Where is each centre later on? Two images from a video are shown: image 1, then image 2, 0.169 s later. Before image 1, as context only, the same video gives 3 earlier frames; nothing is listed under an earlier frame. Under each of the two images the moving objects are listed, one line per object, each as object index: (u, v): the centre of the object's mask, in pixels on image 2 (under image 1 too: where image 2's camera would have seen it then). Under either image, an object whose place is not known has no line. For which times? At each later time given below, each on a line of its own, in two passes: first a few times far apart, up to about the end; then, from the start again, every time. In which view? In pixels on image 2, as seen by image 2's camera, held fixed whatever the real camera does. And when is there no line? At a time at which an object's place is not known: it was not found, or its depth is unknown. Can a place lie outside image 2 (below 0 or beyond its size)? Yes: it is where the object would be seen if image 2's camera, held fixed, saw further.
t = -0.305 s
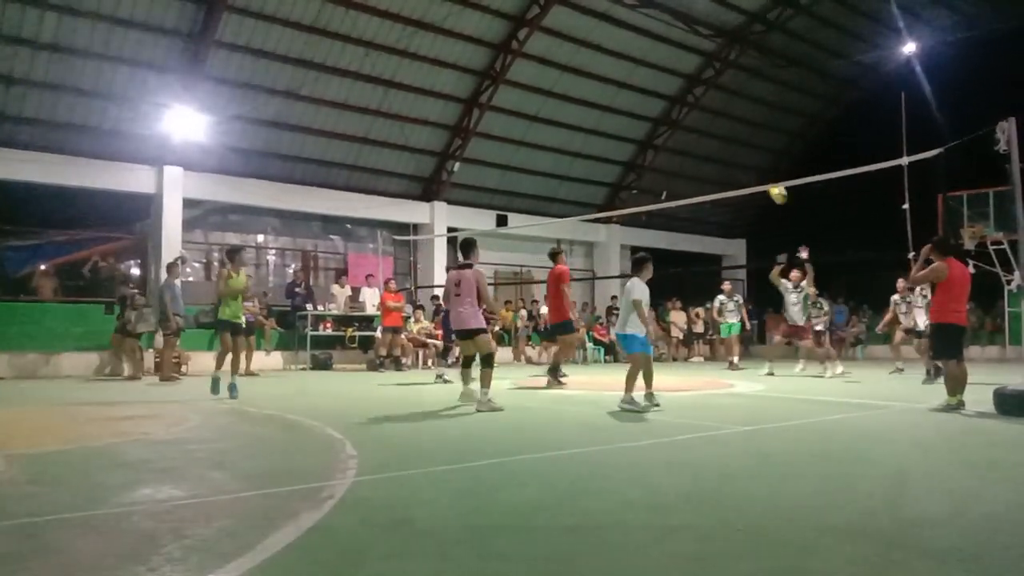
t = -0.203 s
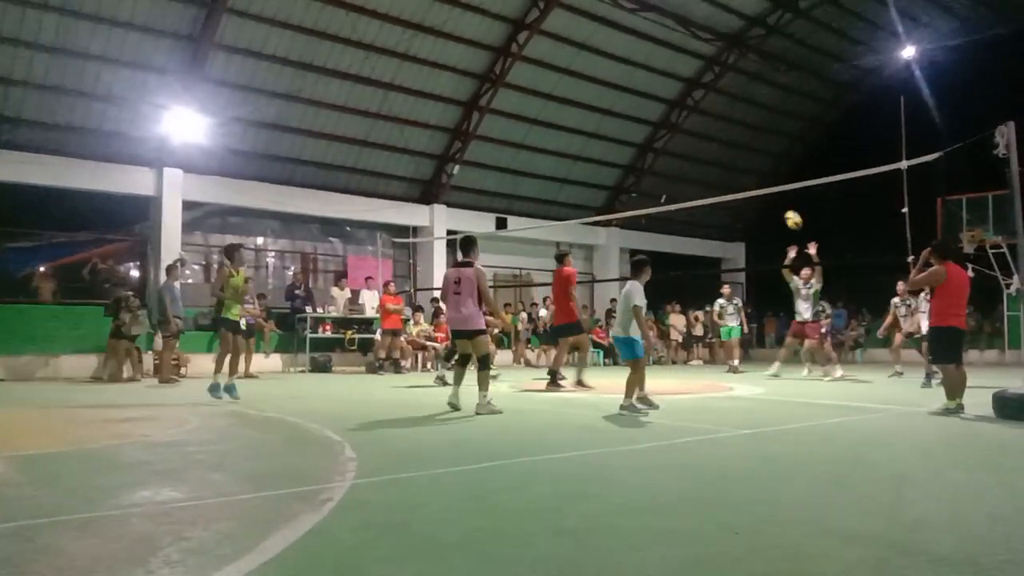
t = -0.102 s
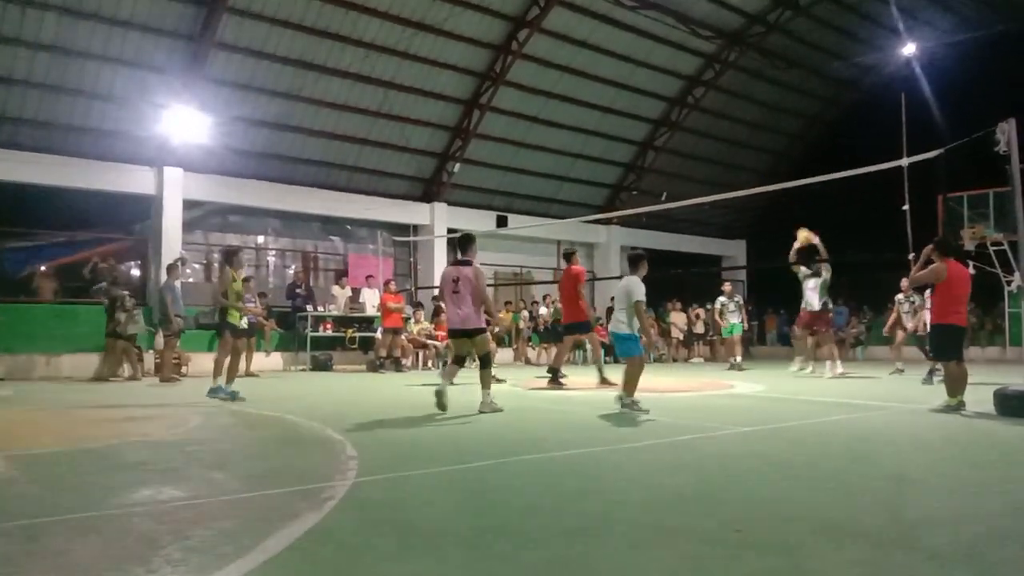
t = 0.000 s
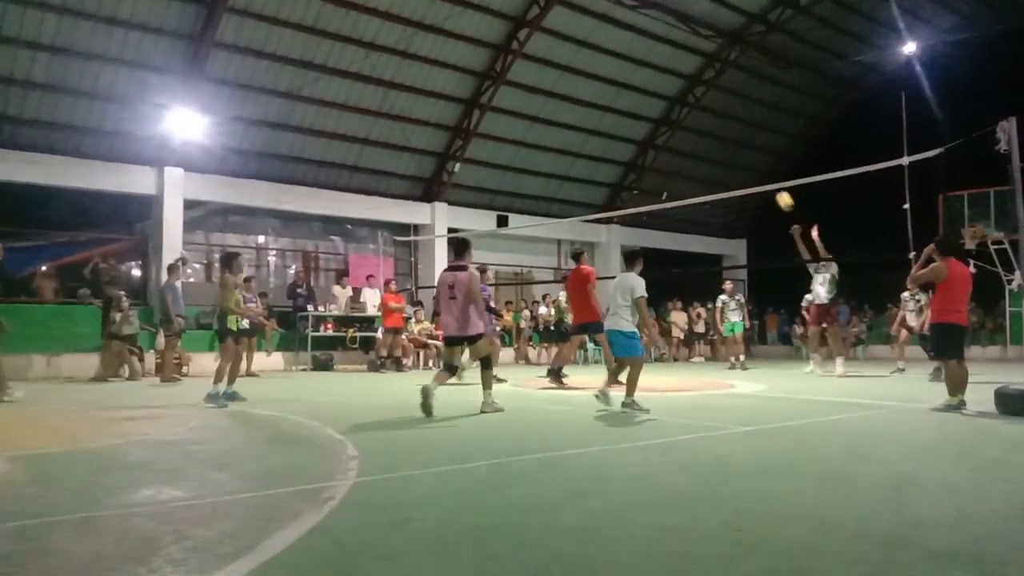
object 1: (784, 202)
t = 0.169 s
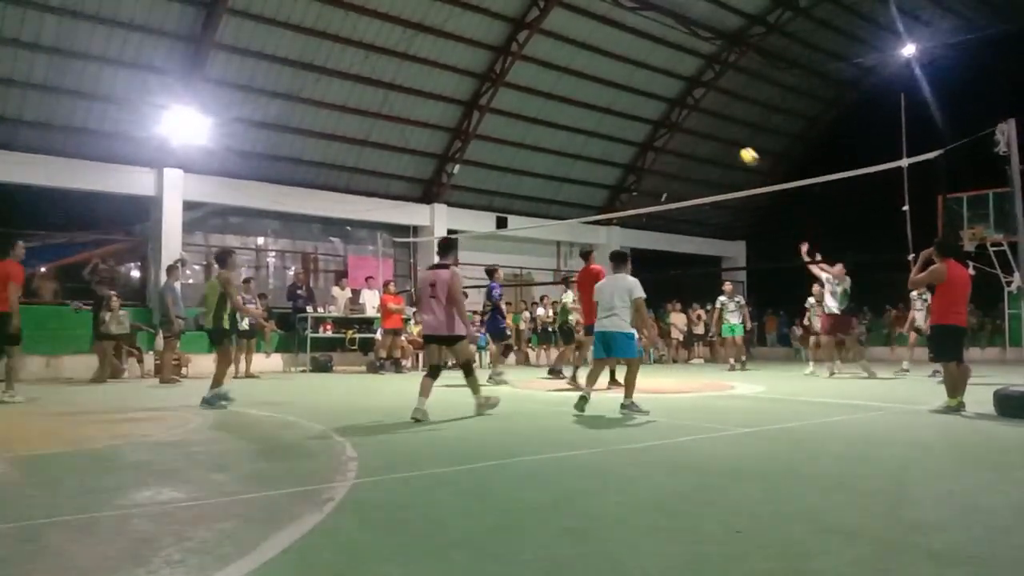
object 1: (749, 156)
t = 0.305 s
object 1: (721, 132)
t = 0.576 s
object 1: (669, 118)
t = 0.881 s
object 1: (612, 154)
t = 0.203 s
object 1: (742, 149)
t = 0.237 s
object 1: (735, 143)
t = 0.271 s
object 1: (728, 137)
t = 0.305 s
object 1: (721, 132)
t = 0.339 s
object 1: (715, 128)
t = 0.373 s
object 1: (708, 125)
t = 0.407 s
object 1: (701, 122)
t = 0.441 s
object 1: (695, 120)
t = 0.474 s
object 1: (688, 119)
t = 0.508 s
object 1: (681, 118)
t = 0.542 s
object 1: (675, 118)
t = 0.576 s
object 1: (669, 118)
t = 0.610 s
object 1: (662, 120)
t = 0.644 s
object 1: (656, 121)
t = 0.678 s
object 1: (650, 124)
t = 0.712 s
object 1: (643, 127)
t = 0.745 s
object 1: (637, 132)
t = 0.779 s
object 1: (631, 137)
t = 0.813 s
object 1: (624, 142)
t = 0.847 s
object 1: (618, 147)
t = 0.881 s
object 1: (612, 154)
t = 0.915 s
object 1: (606, 161)
